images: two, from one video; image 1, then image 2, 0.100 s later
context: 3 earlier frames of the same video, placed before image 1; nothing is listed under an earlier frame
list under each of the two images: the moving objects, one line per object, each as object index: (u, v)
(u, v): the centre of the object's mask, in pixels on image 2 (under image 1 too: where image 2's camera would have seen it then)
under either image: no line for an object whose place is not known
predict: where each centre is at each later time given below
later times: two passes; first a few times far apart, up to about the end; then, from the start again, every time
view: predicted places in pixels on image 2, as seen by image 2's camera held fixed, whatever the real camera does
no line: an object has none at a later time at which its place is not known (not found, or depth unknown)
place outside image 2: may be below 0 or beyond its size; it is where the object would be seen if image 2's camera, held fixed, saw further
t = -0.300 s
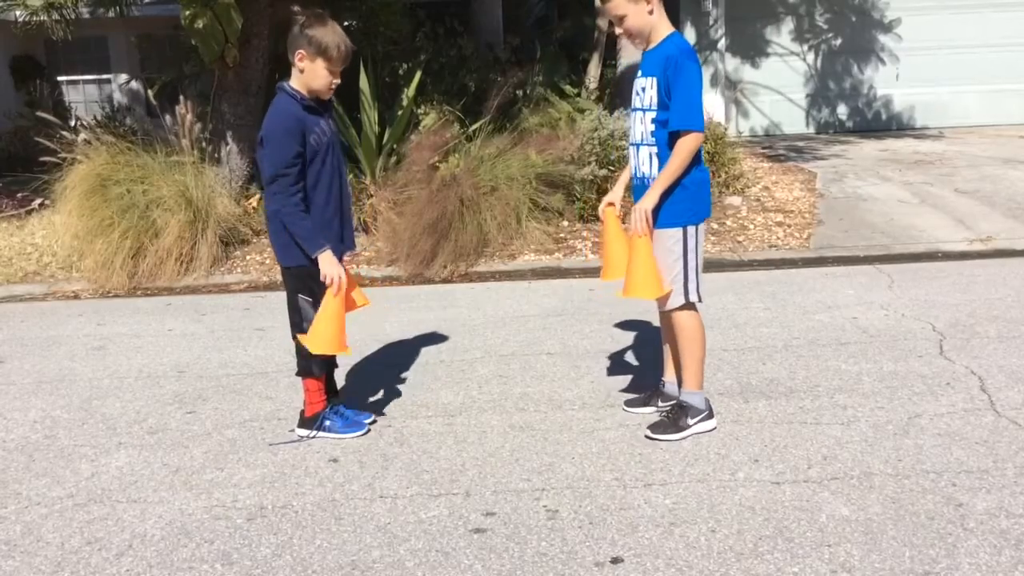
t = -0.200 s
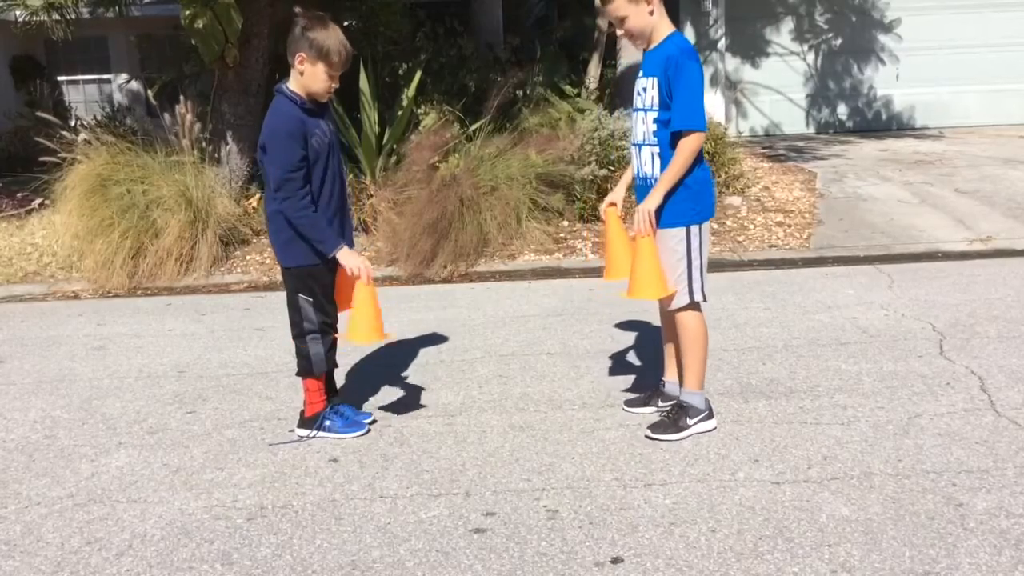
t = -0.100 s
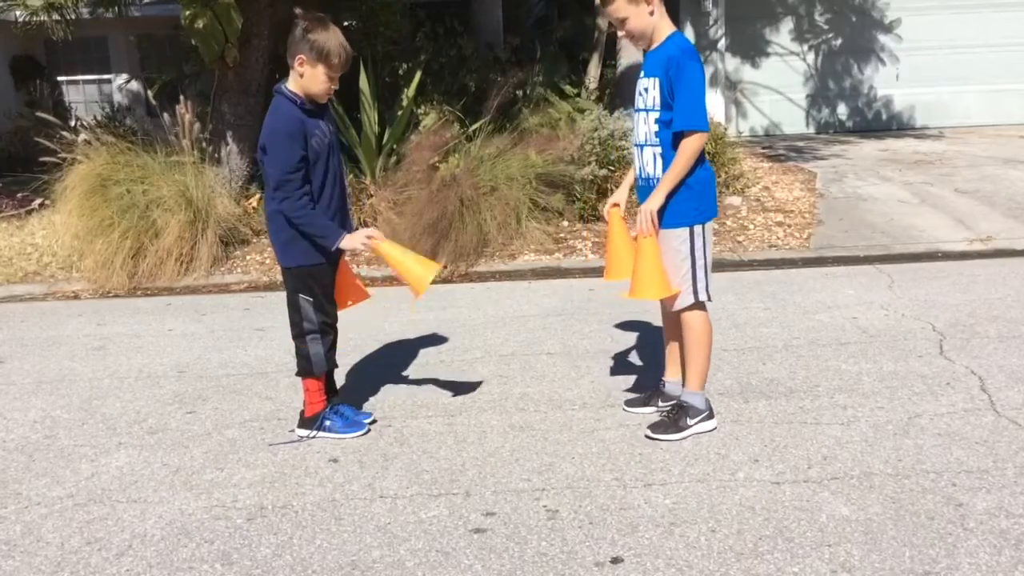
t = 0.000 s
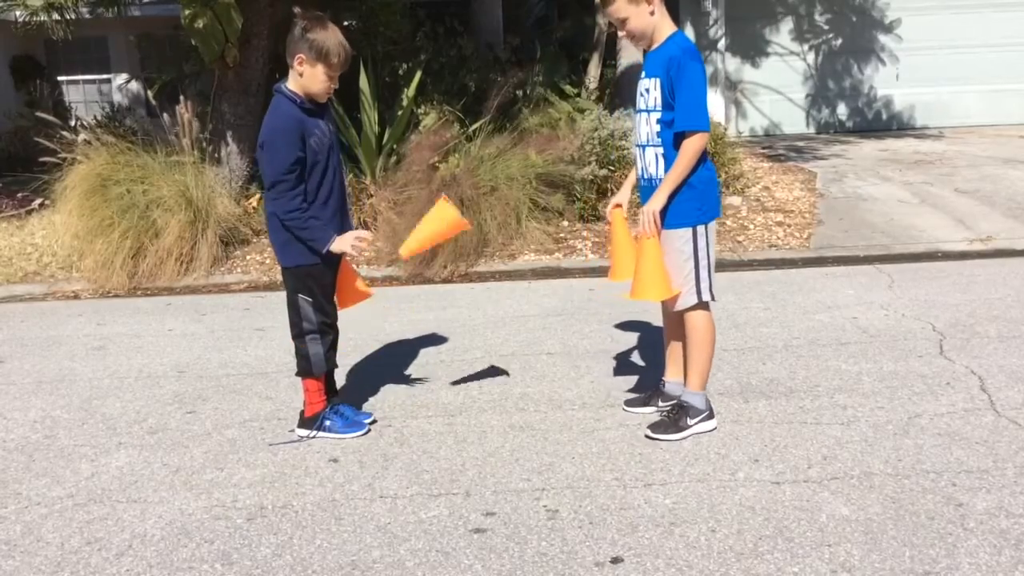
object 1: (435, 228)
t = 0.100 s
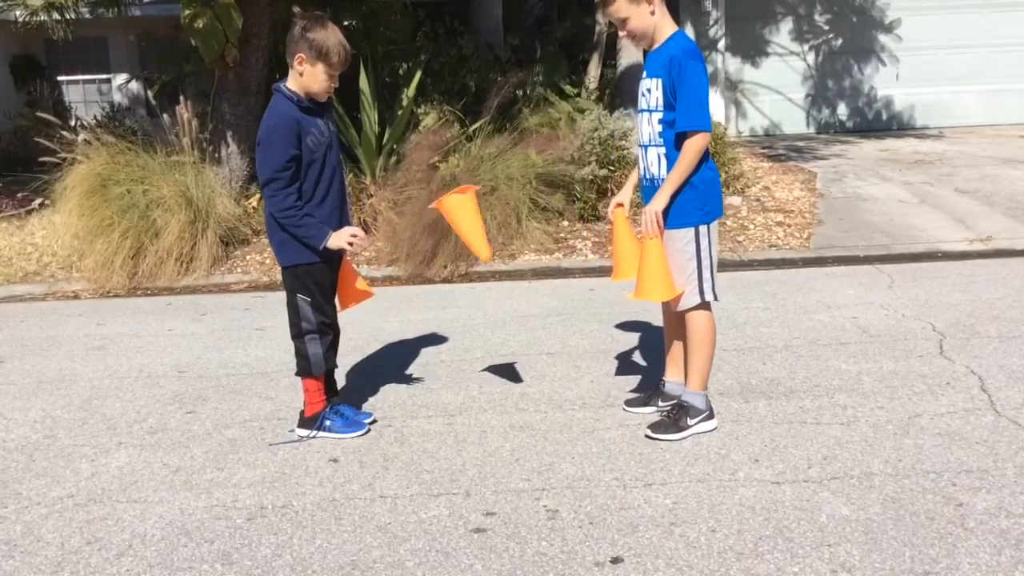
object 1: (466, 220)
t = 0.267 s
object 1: (519, 274)
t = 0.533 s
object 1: (581, 390)
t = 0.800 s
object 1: (590, 423)
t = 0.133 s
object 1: (475, 223)
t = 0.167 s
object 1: (484, 231)
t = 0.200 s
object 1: (496, 242)
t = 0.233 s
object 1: (507, 257)
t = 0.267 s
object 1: (519, 274)
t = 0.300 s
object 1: (531, 294)
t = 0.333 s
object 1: (542, 315)
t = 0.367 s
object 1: (553, 341)
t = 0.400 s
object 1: (562, 369)
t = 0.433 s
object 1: (571, 400)
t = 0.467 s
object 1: (574, 408)
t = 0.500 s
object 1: (577, 397)
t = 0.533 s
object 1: (581, 390)
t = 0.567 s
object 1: (584, 387)
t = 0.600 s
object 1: (586, 388)
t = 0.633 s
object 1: (587, 390)
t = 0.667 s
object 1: (588, 395)
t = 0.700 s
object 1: (590, 401)
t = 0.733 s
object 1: (592, 420)
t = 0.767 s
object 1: (591, 421)
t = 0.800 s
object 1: (590, 423)
